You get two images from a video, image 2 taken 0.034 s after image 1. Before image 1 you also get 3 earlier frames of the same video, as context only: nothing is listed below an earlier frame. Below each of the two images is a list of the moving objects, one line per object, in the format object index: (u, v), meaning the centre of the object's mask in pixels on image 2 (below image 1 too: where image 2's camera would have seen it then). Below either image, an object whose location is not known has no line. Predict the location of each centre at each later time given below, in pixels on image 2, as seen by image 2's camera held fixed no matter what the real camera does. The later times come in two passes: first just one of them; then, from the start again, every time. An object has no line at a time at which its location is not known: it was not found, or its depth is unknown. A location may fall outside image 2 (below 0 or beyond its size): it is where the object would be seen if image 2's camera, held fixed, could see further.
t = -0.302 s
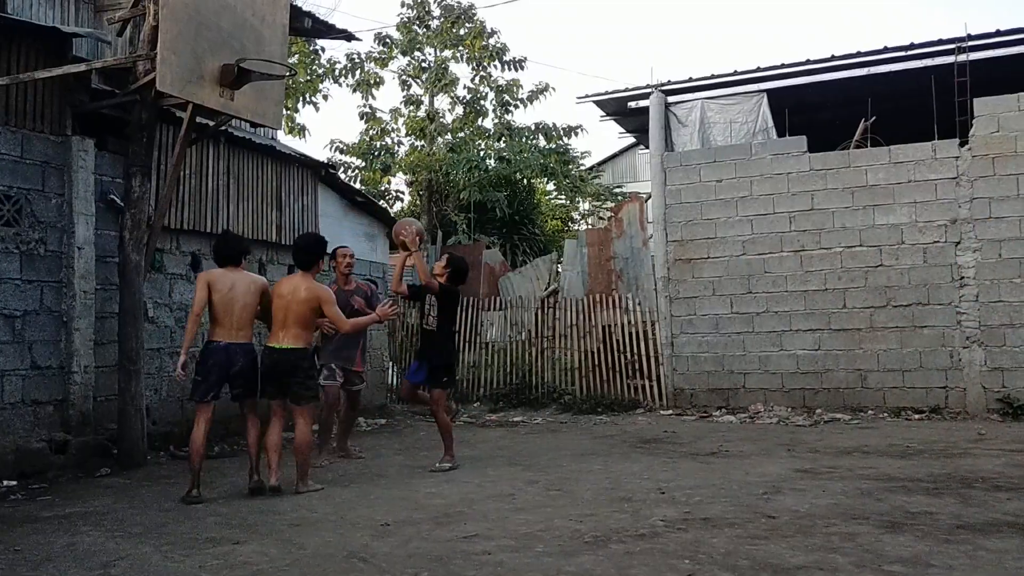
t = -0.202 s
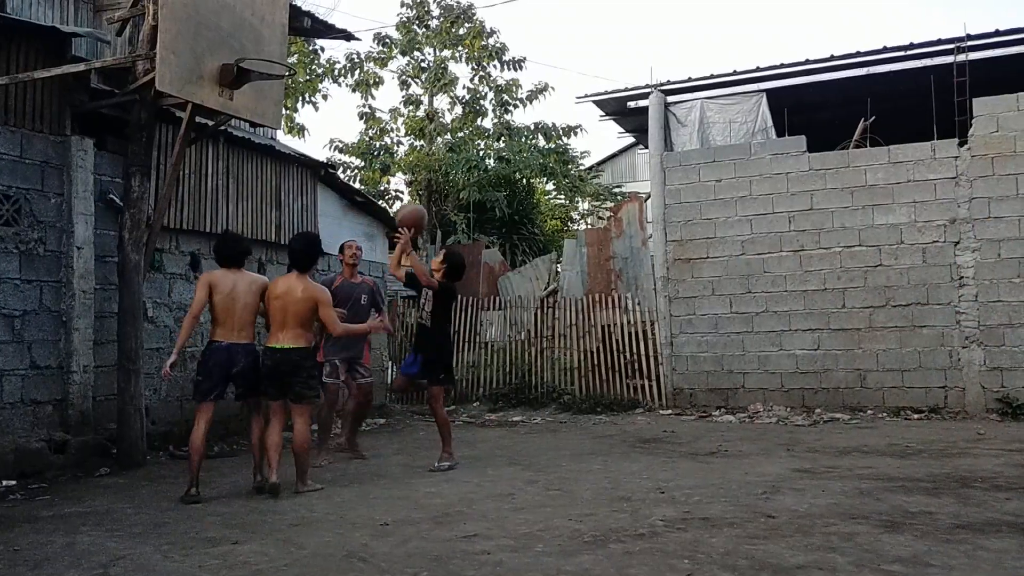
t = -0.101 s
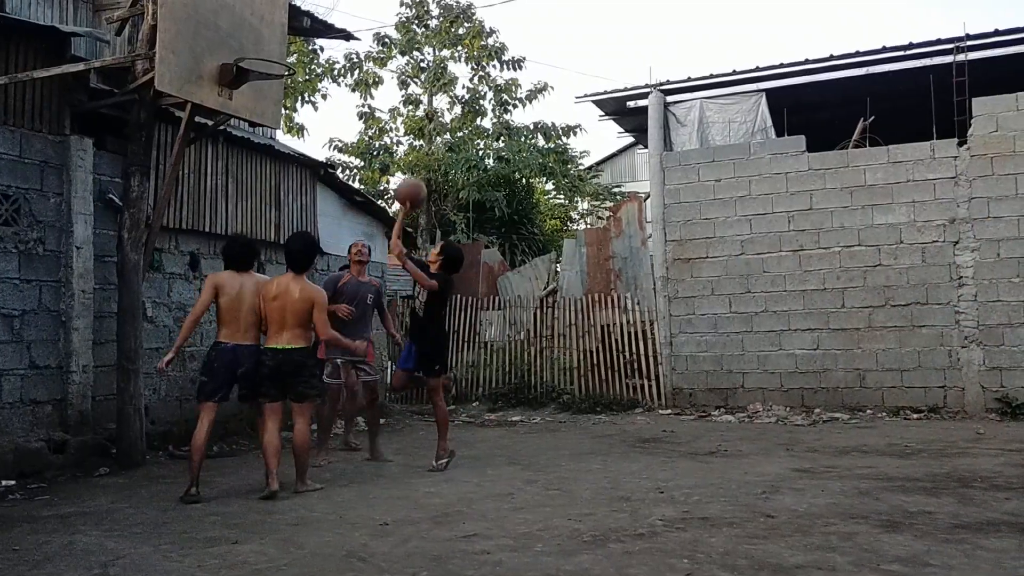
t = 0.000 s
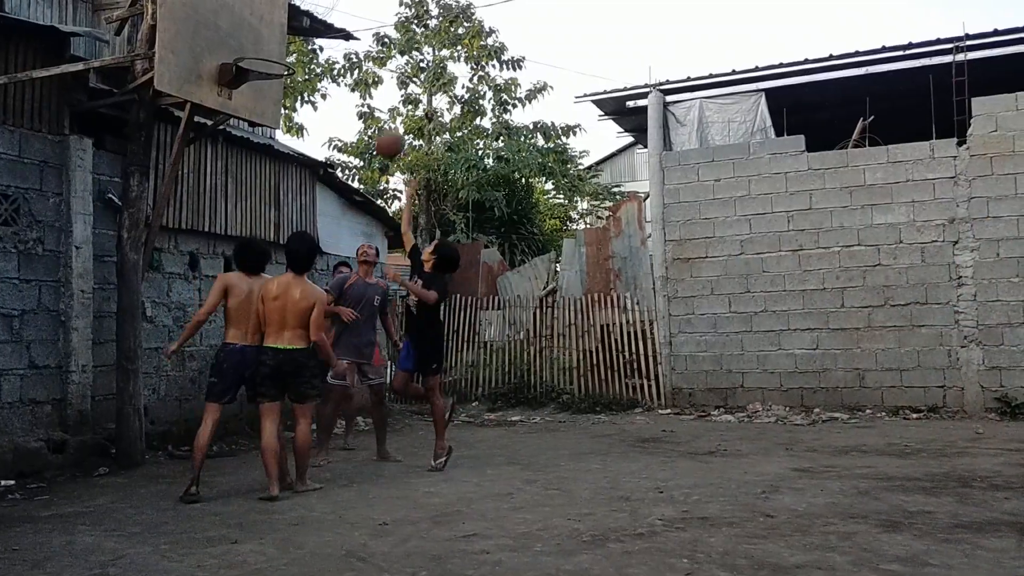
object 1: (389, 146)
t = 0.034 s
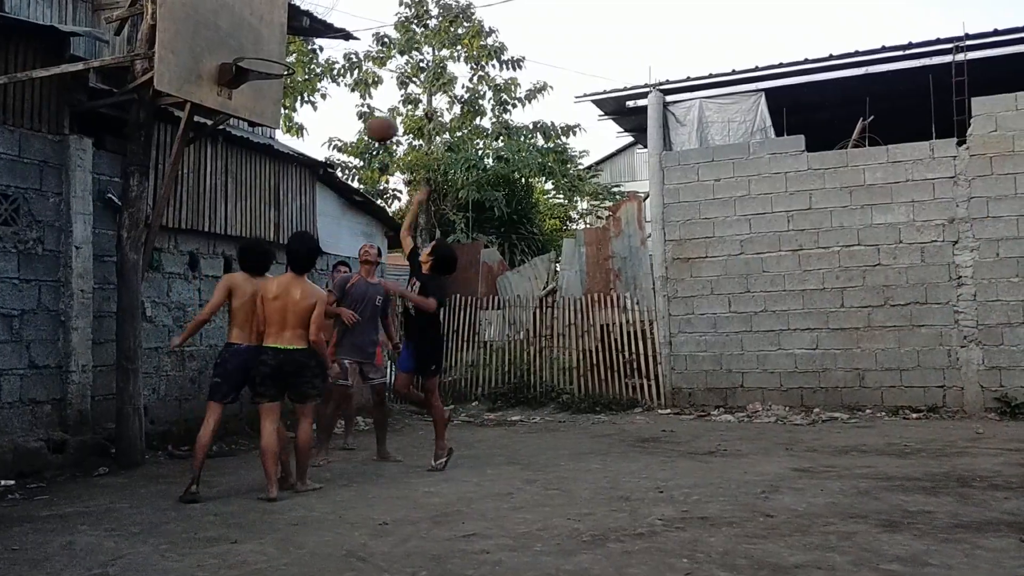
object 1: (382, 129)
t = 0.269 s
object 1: (323, 61)
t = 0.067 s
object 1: (374, 115)
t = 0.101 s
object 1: (365, 102)
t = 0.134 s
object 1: (357, 92)
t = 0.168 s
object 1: (347, 82)
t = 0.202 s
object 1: (340, 74)
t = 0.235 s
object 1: (332, 67)
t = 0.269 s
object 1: (323, 61)
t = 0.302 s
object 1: (315, 57)
